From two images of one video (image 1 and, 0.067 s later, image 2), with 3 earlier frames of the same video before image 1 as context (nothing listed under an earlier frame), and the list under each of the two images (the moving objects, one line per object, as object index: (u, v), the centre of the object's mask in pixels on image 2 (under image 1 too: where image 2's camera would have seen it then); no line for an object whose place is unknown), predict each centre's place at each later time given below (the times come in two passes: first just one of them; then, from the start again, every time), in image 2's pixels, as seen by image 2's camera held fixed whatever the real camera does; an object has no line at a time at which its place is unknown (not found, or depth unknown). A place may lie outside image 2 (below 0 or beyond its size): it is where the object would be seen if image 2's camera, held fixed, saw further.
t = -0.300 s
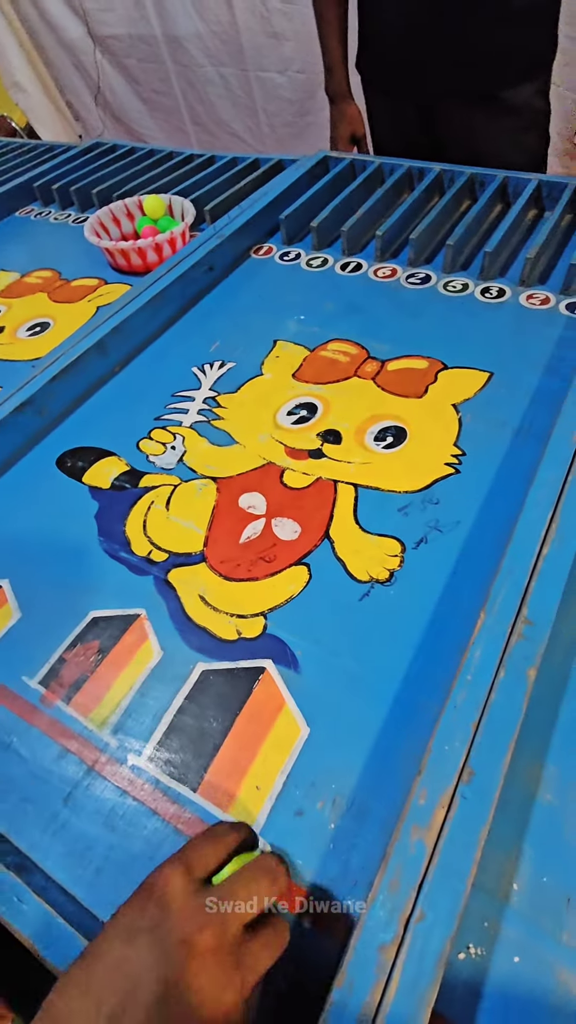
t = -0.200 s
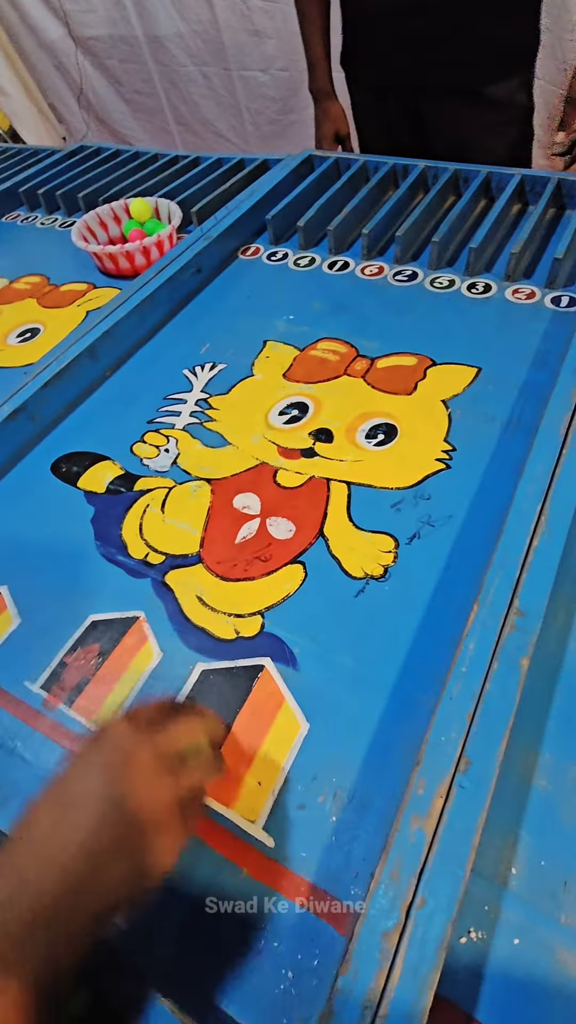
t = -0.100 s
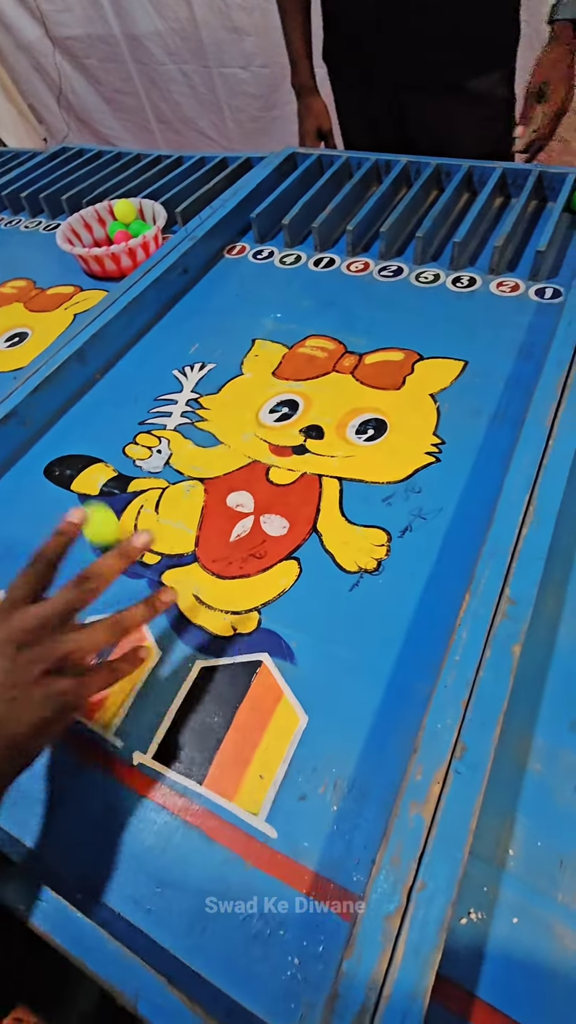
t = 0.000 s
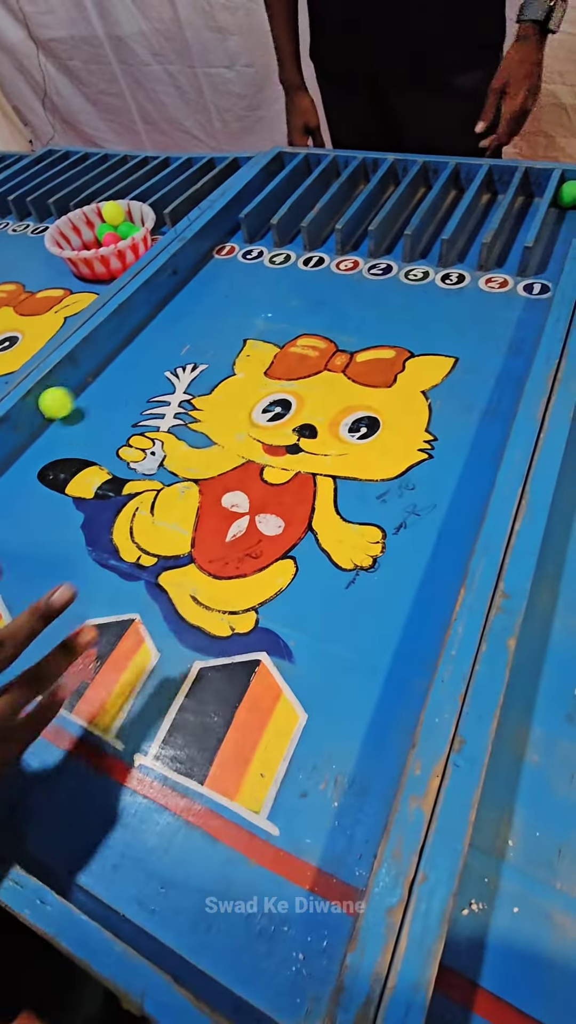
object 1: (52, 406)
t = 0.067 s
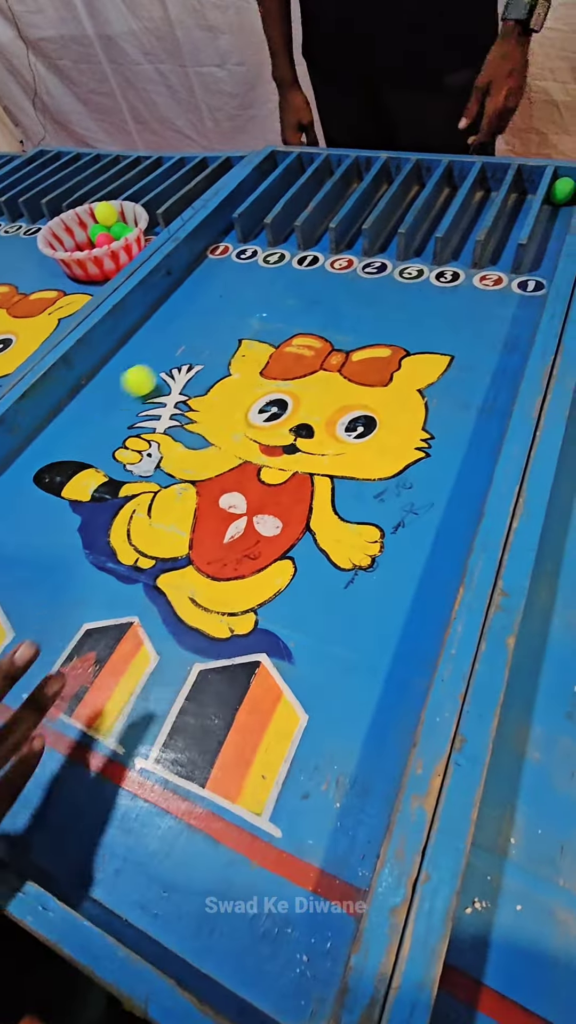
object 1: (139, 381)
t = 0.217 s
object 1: (304, 313)
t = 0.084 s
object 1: (156, 373)
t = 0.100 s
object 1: (178, 366)
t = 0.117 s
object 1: (199, 361)
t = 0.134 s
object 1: (217, 354)
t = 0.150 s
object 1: (236, 344)
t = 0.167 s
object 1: (254, 337)
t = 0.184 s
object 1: (272, 331)
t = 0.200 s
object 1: (289, 322)
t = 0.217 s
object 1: (304, 313)
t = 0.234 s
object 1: (320, 305)
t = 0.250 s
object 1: (335, 299)
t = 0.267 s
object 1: (349, 294)
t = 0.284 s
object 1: (363, 284)
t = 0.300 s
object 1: (377, 276)
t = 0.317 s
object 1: (389, 269)
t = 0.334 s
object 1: (403, 264)
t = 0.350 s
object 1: (416, 255)
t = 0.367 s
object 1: (415, 251)
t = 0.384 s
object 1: (408, 250)
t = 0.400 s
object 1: (402, 251)
